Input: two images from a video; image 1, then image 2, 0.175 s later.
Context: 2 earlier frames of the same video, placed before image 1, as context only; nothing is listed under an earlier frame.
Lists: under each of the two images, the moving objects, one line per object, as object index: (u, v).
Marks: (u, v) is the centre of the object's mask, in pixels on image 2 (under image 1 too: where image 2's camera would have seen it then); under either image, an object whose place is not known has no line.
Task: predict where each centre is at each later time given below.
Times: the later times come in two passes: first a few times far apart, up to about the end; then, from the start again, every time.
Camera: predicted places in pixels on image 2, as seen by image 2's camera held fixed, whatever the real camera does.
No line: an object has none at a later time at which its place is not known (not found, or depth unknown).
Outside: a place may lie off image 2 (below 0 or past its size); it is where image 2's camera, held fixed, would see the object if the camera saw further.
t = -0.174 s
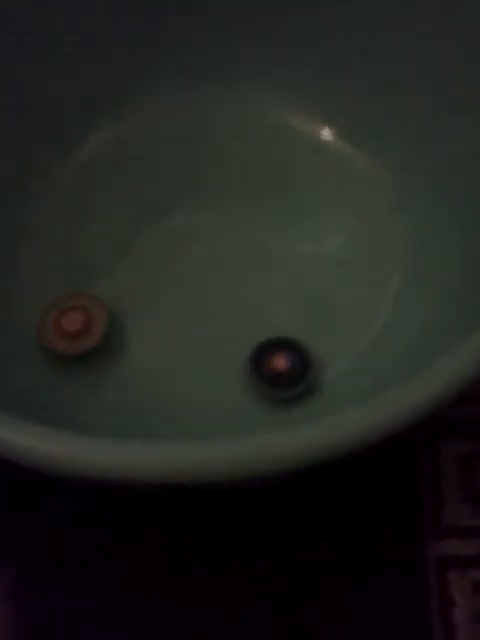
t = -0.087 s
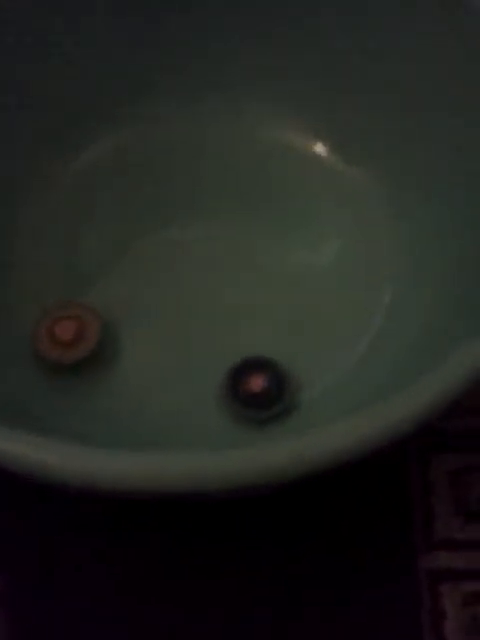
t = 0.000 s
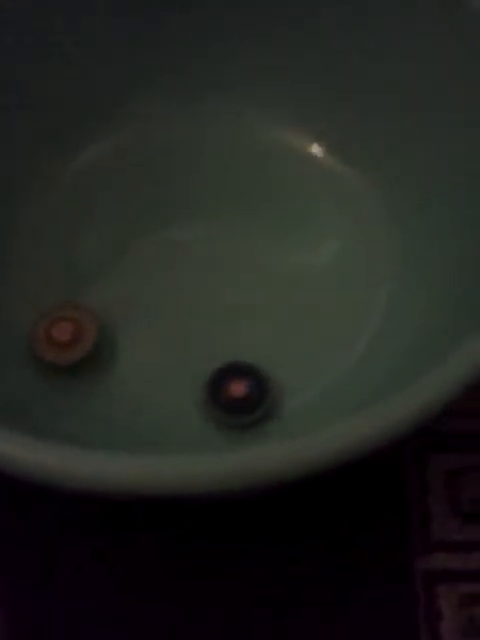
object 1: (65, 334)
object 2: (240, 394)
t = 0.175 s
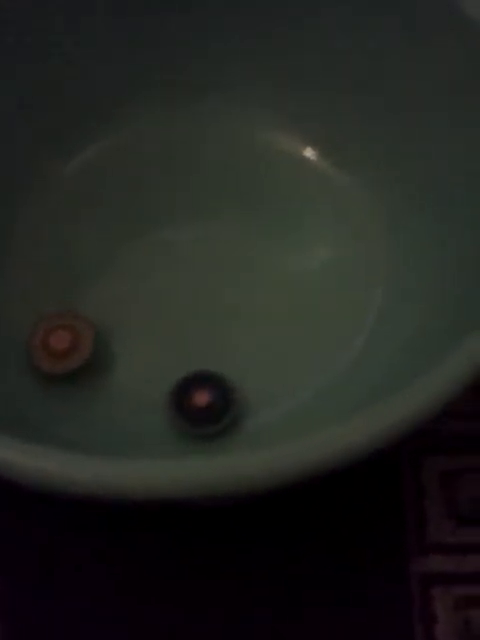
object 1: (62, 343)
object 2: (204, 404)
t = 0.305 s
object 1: (66, 337)
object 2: (214, 395)
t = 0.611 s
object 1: (74, 349)
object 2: (188, 394)
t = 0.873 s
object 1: (90, 355)
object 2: (206, 390)
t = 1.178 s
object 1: (102, 360)
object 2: (172, 387)
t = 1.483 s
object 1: (74, 337)
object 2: (134, 385)
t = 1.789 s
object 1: (67, 289)
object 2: (106, 357)
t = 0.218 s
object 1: (63, 341)
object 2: (205, 401)
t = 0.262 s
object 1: (65, 339)
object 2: (208, 399)
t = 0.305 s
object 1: (66, 337)
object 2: (214, 395)
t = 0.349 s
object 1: (68, 334)
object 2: (221, 390)
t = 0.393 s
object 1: (66, 334)
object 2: (220, 387)
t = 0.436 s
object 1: (68, 334)
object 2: (217, 386)
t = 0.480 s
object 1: (68, 340)
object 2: (209, 392)
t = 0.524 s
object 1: (70, 344)
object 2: (204, 392)
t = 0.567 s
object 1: (72, 347)
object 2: (197, 393)
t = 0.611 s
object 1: (74, 349)
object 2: (188, 394)
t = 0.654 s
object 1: (75, 351)
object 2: (183, 393)
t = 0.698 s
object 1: (79, 351)
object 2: (183, 392)
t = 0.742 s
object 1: (82, 352)
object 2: (183, 392)
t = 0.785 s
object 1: (86, 354)
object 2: (189, 392)
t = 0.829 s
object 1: (88, 354)
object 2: (197, 392)
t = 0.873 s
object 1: (90, 355)
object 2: (206, 390)
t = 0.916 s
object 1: (92, 358)
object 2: (211, 388)
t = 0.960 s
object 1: (94, 359)
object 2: (209, 387)
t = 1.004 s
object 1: (95, 361)
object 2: (201, 390)
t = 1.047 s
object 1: (97, 362)
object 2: (195, 391)
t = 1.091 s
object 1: (99, 363)
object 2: (187, 390)
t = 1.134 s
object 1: (102, 362)
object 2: (179, 386)
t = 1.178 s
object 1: (102, 360)
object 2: (172, 387)
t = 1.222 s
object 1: (98, 353)
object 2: (164, 391)
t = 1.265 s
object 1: (93, 350)
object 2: (158, 392)
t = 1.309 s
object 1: (85, 347)
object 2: (154, 393)
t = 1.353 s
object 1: (80, 346)
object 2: (152, 393)
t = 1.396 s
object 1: (78, 344)
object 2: (147, 390)
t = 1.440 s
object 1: (76, 341)
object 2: (143, 388)
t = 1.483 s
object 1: (74, 337)
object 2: (134, 385)
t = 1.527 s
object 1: (68, 327)
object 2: (125, 383)
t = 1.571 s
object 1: (60, 318)
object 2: (119, 384)
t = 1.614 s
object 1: (54, 308)
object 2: (119, 382)
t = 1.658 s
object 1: (54, 304)
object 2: (119, 377)
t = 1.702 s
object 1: (56, 299)
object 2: (118, 369)
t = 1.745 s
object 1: (61, 294)
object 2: (116, 362)
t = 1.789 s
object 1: (67, 289)
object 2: (106, 357)
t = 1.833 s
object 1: (71, 287)
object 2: (100, 359)
